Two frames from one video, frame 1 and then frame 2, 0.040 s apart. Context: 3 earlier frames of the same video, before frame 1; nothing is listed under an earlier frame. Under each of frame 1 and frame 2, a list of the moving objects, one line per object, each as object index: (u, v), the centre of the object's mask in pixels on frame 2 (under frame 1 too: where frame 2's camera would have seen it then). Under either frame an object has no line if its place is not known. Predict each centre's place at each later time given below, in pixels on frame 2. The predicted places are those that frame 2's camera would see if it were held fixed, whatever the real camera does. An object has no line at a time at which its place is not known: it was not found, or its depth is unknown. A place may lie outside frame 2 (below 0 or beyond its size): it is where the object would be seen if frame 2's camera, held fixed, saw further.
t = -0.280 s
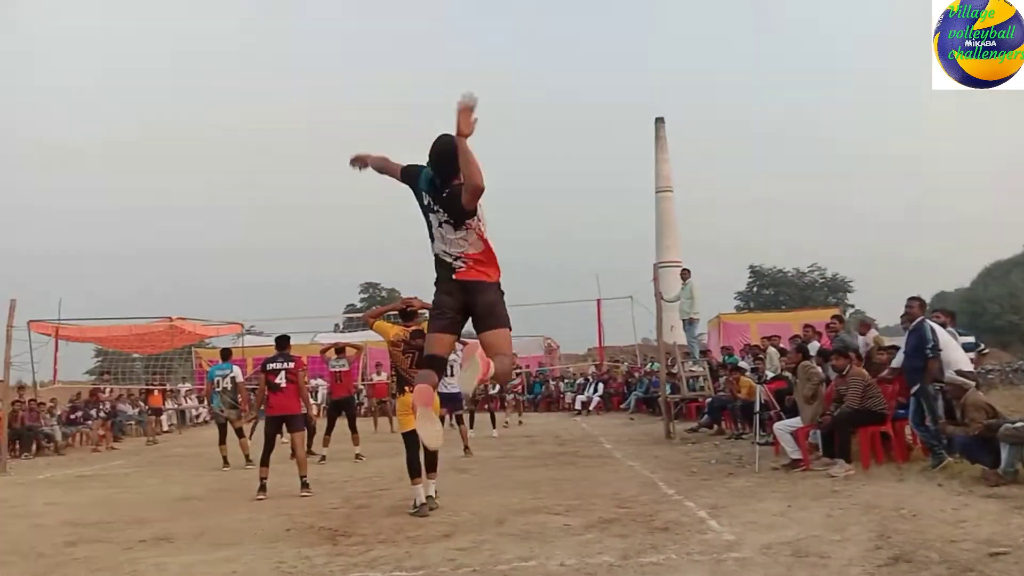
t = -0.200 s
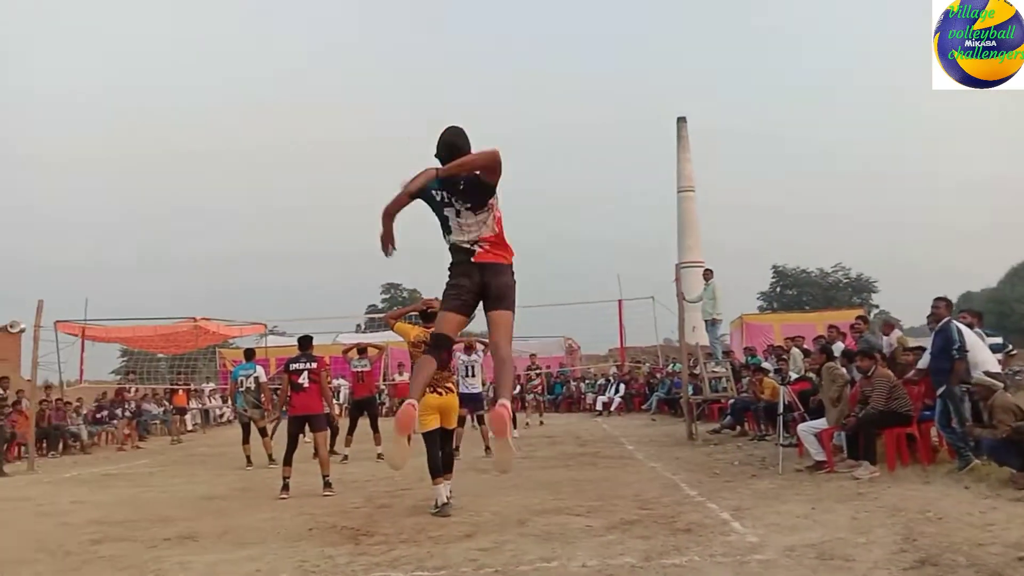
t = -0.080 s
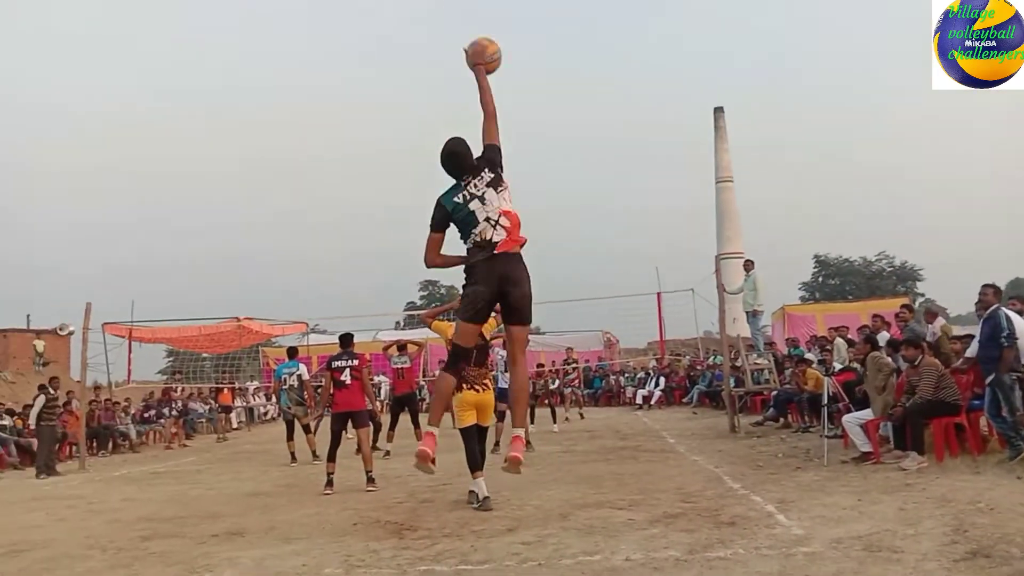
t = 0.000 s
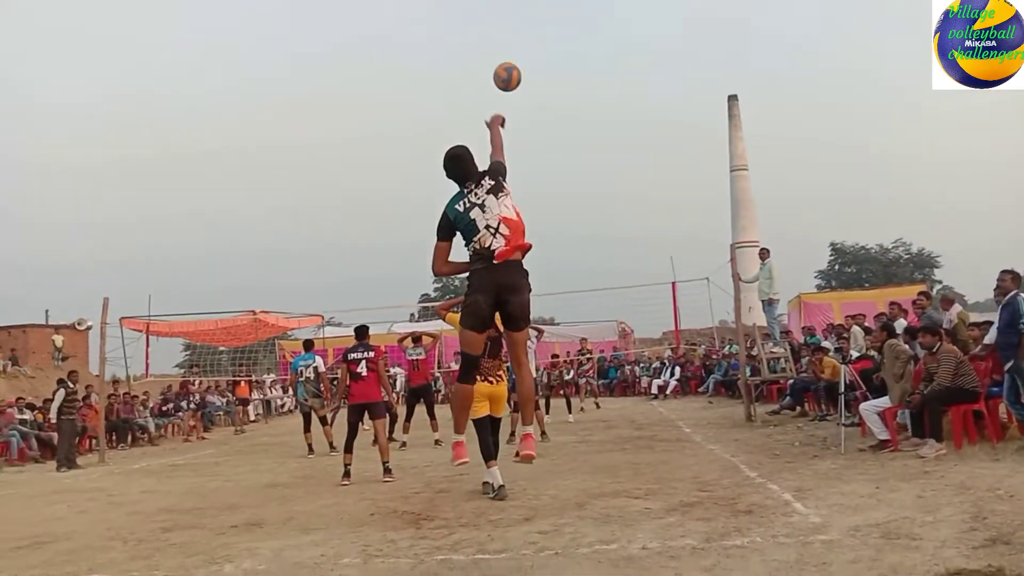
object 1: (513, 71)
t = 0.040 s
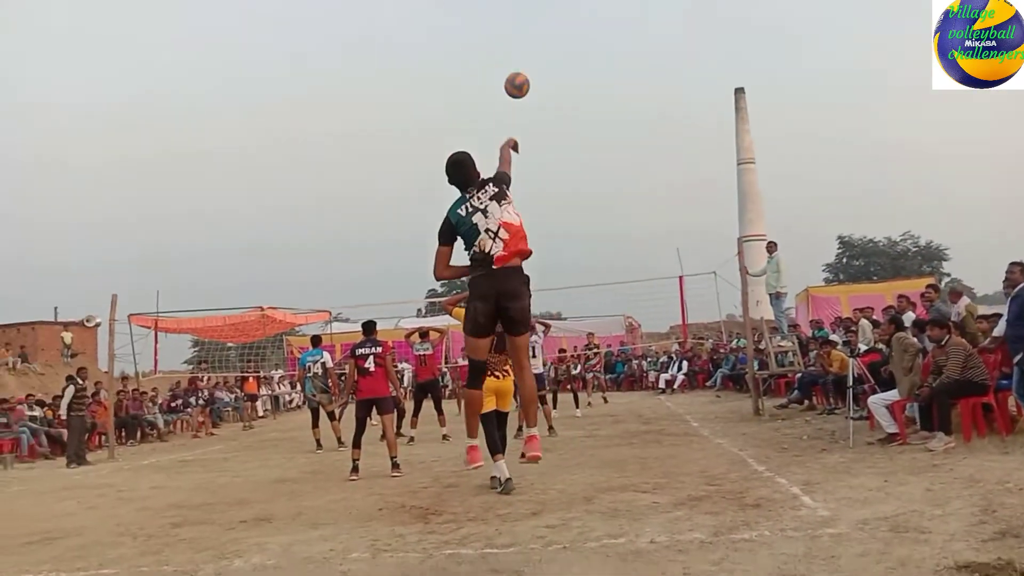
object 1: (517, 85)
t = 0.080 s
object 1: (520, 100)
